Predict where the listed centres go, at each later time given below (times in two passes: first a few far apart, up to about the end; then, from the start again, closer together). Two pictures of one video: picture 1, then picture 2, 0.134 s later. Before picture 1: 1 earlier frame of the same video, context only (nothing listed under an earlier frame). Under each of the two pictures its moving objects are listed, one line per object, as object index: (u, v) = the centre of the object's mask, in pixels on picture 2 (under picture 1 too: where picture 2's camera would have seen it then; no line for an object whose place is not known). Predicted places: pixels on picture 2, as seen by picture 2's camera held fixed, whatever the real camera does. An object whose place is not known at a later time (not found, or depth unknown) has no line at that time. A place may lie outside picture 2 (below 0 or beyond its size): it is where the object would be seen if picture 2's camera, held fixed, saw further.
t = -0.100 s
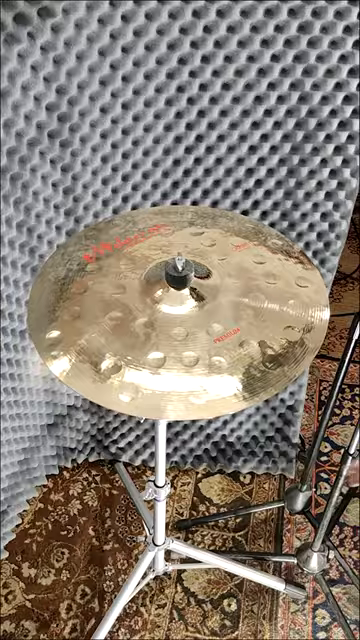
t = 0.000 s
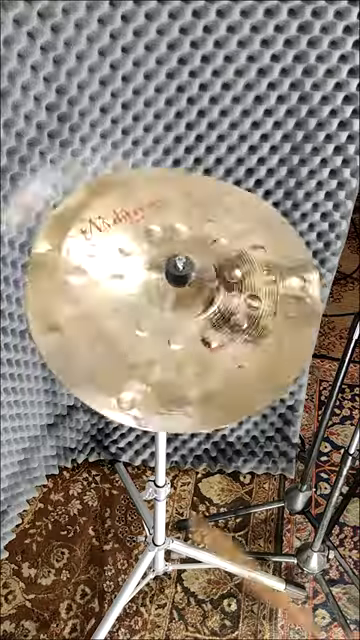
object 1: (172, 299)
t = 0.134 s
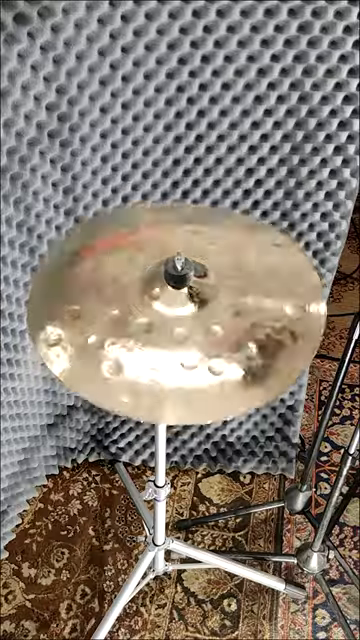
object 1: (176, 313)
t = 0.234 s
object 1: (182, 313)
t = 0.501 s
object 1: (174, 306)
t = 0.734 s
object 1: (180, 315)
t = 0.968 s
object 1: (179, 312)
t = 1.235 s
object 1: (177, 311)
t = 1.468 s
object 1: (179, 313)
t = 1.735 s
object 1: (177, 311)
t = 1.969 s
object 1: (179, 313)
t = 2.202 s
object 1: (178, 313)
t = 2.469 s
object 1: (178, 313)
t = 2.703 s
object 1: (178, 312)
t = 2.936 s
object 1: (178, 312)
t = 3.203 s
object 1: (178, 312)
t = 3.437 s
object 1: (178, 312)
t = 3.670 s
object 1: (178, 312)
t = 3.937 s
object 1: (178, 312)
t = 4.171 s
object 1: (178, 312)
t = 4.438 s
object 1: (178, 312)
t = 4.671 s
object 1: (178, 312)
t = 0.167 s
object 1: (180, 315)
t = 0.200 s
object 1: (183, 314)
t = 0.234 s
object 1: (182, 313)
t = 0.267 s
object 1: (182, 313)
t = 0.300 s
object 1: (182, 312)
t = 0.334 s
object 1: (181, 312)
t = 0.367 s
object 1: (179, 314)
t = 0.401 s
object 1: (178, 313)
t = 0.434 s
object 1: (178, 311)
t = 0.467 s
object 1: (176, 307)
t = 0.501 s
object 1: (174, 306)
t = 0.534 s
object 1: (174, 306)
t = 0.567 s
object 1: (173, 305)
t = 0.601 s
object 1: (174, 308)
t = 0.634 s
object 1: (175, 311)
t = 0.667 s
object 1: (177, 313)
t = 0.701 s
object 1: (178, 315)
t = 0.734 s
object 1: (180, 315)
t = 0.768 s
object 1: (180, 313)
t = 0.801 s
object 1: (180, 314)
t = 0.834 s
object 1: (180, 313)
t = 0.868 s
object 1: (180, 313)
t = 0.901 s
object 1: (179, 314)
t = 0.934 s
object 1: (180, 315)
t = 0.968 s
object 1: (179, 312)
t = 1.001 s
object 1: (178, 311)
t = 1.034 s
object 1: (177, 311)
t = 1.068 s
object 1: (177, 311)
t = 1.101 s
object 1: (176, 310)
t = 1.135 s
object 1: (175, 310)
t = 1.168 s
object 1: (175, 311)
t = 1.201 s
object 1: (176, 311)
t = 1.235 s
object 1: (177, 311)
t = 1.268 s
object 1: (177, 313)
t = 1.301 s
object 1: (178, 313)
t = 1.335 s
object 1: (179, 314)
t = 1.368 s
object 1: (179, 313)
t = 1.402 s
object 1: (179, 313)
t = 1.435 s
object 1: (179, 313)
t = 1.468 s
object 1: (179, 313)
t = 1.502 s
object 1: (179, 313)
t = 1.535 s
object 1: (178, 312)
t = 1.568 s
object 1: (178, 313)
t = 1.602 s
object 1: (177, 312)
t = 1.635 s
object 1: (177, 311)
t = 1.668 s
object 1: (177, 311)
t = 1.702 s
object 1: (177, 312)
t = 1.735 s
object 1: (177, 311)
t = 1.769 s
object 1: (177, 312)
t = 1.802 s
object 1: (177, 312)
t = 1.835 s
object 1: (178, 313)
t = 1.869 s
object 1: (178, 312)
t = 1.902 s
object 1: (178, 312)
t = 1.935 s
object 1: (178, 313)
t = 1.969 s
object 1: (179, 313)
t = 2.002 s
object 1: (178, 312)
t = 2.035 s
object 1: (178, 313)
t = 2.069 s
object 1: (178, 313)
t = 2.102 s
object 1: (178, 312)
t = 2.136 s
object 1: (178, 312)
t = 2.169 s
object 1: (178, 312)
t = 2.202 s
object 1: (178, 313)
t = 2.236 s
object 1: (177, 312)
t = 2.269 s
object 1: (177, 312)
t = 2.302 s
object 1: (178, 312)
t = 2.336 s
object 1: (178, 312)
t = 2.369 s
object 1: (178, 312)
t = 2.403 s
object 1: (178, 313)
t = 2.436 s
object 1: (178, 313)
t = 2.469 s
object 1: (178, 313)
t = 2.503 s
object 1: (178, 312)
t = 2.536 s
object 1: (178, 312)
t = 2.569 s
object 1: (178, 312)
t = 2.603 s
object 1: (178, 312)
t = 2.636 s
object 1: (178, 312)
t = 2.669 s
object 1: (178, 312)
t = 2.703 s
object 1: (178, 312)
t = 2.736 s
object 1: (178, 312)
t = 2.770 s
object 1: (178, 312)
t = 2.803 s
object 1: (178, 312)
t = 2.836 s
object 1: (178, 312)
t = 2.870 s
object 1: (178, 312)
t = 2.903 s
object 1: (178, 312)
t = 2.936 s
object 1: (178, 312)
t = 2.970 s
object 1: (178, 312)
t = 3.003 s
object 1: (178, 312)
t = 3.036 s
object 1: (178, 312)
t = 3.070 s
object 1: (178, 312)
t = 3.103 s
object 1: (178, 312)
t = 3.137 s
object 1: (178, 312)
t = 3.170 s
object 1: (178, 312)
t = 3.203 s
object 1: (178, 312)
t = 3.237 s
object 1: (178, 312)
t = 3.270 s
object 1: (178, 312)
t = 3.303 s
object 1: (178, 312)
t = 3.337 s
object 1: (178, 312)
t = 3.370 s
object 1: (178, 312)
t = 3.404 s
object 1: (178, 312)
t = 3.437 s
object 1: (178, 312)
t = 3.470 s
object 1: (178, 312)
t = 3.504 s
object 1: (178, 312)
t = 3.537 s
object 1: (178, 312)
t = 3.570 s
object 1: (178, 312)
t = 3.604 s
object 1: (178, 312)
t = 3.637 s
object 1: (178, 312)
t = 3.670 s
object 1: (178, 312)
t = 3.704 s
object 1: (178, 312)
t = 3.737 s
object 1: (178, 312)
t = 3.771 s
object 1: (178, 312)
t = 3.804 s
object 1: (178, 312)
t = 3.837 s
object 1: (178, 312)
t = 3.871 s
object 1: (178, 312)
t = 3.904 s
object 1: (178, 312)
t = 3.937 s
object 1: (178, 312)
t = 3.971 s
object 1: (178, 312)
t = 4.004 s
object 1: (178, 312)
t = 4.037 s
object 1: (178, 312)
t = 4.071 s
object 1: (178, 312)
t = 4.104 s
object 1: (178, 312)
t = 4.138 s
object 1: (178, 312)
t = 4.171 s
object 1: (178, 312)
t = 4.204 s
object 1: (178, 312)
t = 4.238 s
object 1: (178, 312)
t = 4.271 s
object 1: (178, 312)
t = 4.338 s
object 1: (178, 312)
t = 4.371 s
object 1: (178, 312)
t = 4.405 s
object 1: (178, 312)
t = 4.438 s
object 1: (178, 312)
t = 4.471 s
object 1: (178, 312)
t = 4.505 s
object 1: (178, 312)
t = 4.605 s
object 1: (178, 312)
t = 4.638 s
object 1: (178, 312)
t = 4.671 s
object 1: (178, 312)
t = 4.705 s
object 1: (178, 312)
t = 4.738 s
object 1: (178, 312)
